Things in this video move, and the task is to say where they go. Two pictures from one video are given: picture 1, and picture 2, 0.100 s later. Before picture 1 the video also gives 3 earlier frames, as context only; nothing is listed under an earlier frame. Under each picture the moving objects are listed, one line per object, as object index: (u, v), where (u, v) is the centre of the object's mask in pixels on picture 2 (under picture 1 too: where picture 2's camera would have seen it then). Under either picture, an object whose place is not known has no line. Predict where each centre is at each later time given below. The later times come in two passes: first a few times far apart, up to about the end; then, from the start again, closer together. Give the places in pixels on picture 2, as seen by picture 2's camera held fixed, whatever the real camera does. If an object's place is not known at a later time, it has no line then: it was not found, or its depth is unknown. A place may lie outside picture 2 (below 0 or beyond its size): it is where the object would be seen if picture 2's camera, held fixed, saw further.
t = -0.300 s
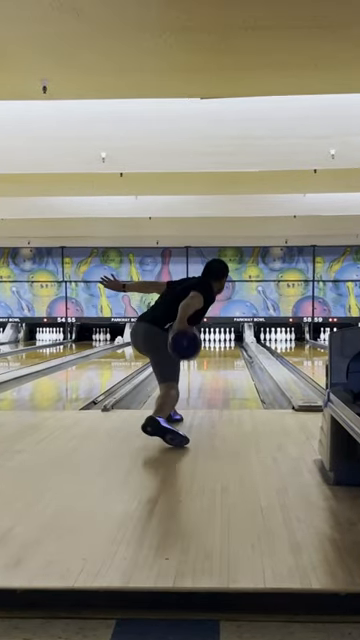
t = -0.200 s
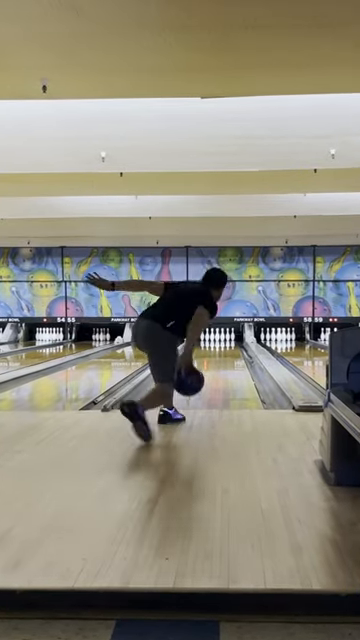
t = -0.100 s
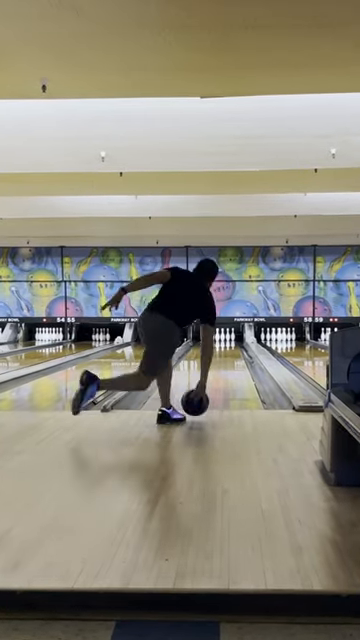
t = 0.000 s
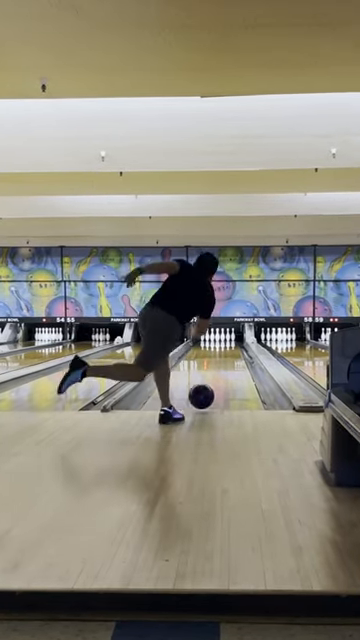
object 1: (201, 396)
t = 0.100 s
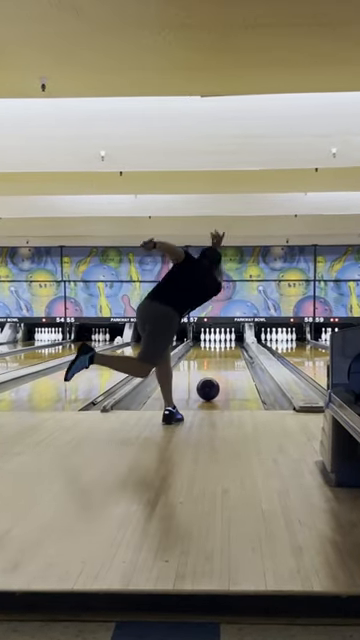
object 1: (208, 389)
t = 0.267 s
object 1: (215, 378)
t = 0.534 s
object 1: (222, 367)
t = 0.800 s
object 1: (226, 359)
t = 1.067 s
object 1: (230, 353)
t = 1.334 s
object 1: (231, 349)
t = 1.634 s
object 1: (231, 344)
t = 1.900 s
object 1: (230, 342)
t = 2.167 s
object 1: (228, 341)
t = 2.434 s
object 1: (223, 339)
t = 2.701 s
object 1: (221, 338)
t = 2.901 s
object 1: (222, 337)
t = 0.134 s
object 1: (209, 386)
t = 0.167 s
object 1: (211, 384)
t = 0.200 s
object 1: (212, 383)
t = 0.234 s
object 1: (213, 380)
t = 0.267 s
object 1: (215, 378)
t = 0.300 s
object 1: (216, 377)
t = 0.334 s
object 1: (217, 375)
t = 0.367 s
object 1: (218, 373)
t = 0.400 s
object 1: (218, 373)
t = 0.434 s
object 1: (219, 370)
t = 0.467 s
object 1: (220, 369)
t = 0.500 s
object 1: (221, 368)
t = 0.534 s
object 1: (222, 367)
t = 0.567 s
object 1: (223, 365)
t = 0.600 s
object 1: (223, 365)
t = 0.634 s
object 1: (223, 364)
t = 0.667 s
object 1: (220, 361)
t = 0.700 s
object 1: (226, 362)
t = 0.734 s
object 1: (225, 361)
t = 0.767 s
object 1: (226, 360)
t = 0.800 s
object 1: (226, 359)
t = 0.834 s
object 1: (227, 358)
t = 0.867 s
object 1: (227, 358)
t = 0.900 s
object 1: (228, 356)
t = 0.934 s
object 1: (228, 356)
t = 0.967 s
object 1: (229, 355)
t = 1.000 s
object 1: (229, 355)
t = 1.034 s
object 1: (229, 353)
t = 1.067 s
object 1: (230, 353)
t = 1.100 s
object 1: (230, 353)
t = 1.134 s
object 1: (230, 352)
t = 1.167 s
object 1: (230, 351)
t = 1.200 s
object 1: (230, 351)
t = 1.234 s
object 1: (230, 350)
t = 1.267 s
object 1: (231, 350)
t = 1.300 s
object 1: (231, 349)
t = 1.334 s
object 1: (231, 349)
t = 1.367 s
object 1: (231, 348)
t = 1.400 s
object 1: (231, 347)
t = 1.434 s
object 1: (231, 347)
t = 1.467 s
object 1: (231, 346)
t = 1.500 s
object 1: (231, 346)
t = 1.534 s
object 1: (231, 345)
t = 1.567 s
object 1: (231, 345)
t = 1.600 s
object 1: (231, 345)
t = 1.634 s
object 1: (231, 344)
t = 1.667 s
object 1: (231, 344)
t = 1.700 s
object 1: (231, 344)
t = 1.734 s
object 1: (231, 343)
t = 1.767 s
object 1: (231, 343)
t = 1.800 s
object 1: (231, 343)
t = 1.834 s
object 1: (230, 343)
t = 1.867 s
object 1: (230, 343)
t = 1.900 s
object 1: (230, 342)
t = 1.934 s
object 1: (230, 342)
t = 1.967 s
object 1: (229, 342)
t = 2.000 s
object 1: (229, 342)
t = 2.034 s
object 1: (229, 341)
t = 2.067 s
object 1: (229, 341)
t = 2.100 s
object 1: (229, 341)
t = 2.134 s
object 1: (229, 341)
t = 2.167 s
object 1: (228, 341)
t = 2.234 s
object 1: (227, 340)
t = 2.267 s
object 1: (226, 340)
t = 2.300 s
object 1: (225, 341)
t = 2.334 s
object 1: (224, 340)
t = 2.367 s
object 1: (223, 340)
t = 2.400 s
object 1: (224, 340)
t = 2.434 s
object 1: (223, 339)
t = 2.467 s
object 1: (222, 340)
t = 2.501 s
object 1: (221, 339)
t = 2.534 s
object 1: (220, 340)
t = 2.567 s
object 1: (221, 339)
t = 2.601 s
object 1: (221, 339)
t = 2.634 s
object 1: (221, 339)
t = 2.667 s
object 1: (221, 338)
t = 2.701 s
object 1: (221, 338)
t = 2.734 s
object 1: (221, 338)
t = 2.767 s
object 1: (220, 337)
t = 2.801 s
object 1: (220, 337)
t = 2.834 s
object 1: (220, 337)
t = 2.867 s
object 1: (221, 337)
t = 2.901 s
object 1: (222, 337)
